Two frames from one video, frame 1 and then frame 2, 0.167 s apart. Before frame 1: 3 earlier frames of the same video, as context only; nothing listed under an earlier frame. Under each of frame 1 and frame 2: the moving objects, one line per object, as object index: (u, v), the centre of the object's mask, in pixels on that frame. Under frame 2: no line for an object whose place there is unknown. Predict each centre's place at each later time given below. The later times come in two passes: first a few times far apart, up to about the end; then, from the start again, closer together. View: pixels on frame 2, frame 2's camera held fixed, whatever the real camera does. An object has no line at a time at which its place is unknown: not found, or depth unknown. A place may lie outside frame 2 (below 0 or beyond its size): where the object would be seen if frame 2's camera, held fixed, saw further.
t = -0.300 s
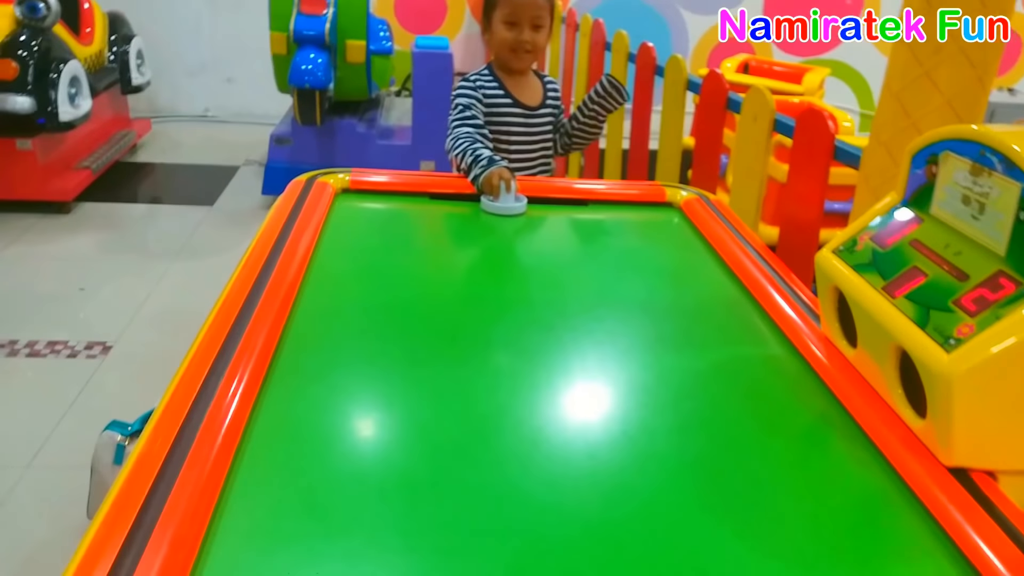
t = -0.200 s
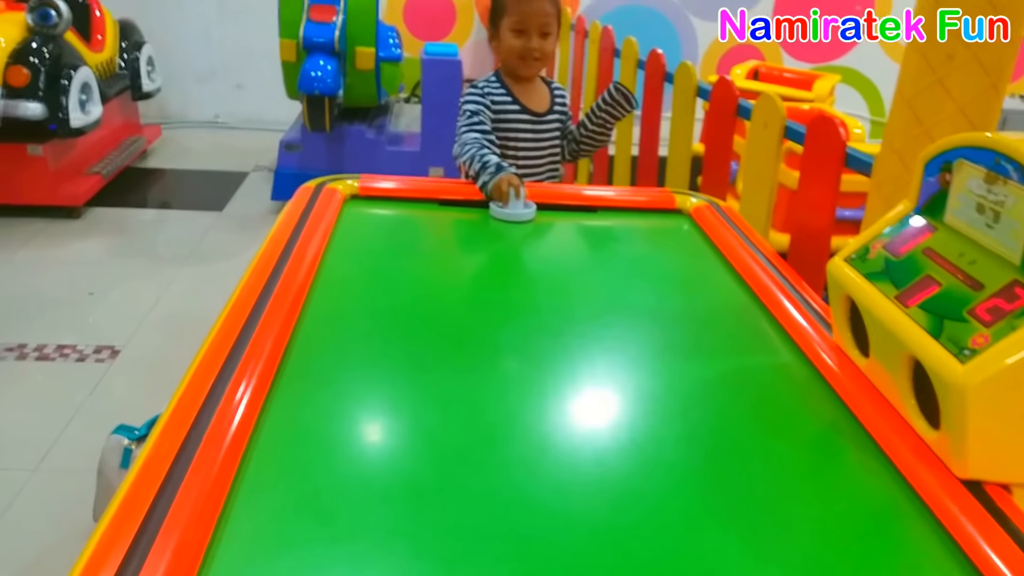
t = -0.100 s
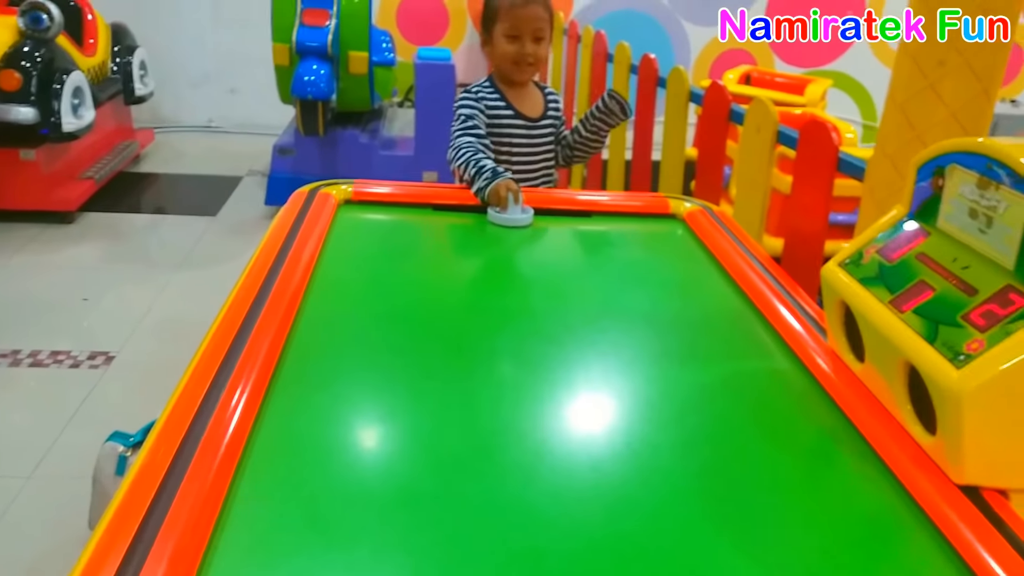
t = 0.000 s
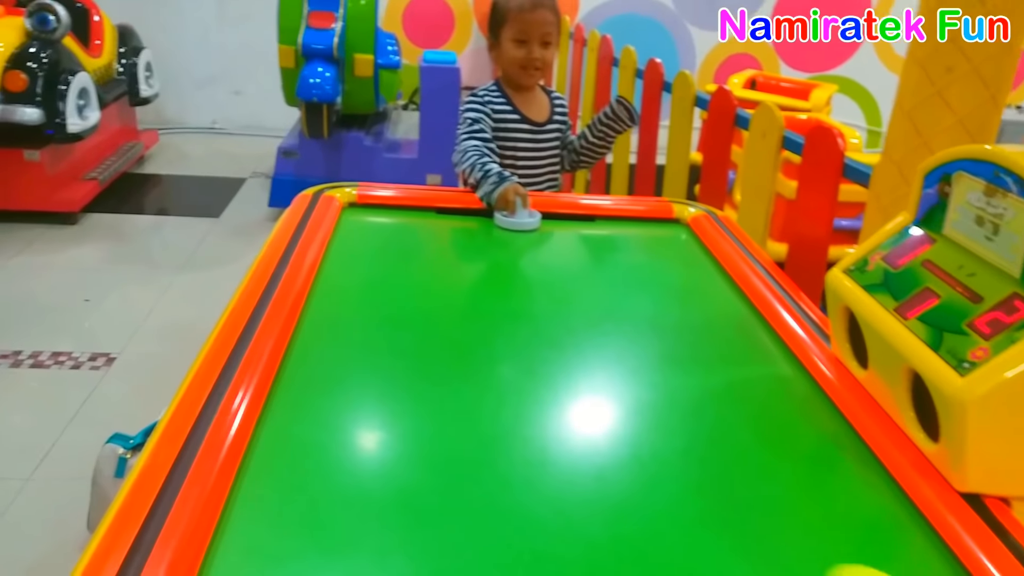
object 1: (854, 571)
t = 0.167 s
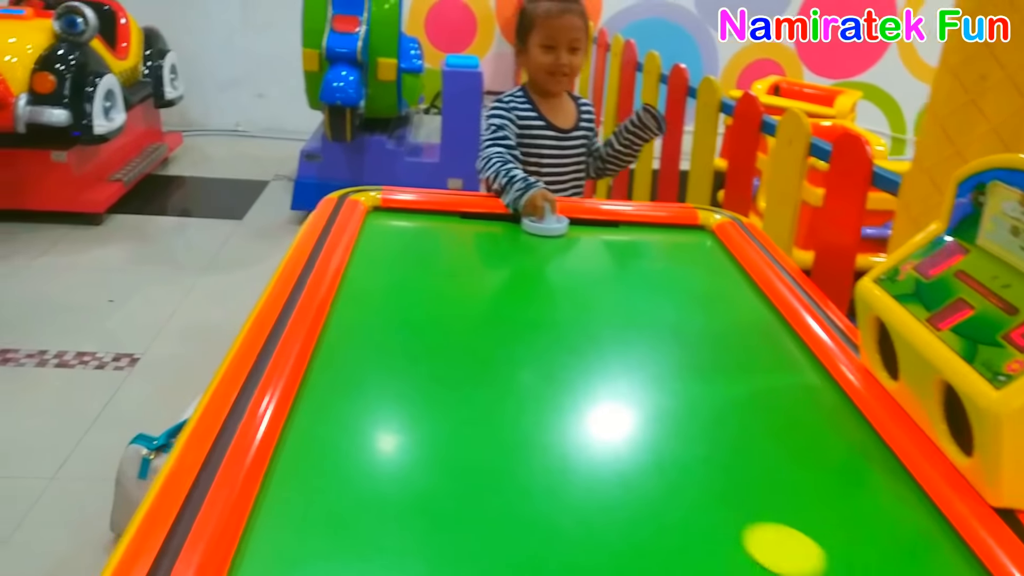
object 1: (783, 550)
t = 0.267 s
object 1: (722, 519)
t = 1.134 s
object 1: (371, 328)
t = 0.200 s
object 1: (763, 540)
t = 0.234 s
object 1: (742, 530)
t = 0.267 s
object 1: (722, 519)
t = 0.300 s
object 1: (702, 509)
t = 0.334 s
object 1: (683, 499)
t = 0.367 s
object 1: (665, 489)
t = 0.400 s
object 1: (648, 481)
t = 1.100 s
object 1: (380, 333)
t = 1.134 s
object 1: (371, 328)
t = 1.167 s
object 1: (364, 323)
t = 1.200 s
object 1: (356, 318)
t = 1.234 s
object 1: (350, 314)
